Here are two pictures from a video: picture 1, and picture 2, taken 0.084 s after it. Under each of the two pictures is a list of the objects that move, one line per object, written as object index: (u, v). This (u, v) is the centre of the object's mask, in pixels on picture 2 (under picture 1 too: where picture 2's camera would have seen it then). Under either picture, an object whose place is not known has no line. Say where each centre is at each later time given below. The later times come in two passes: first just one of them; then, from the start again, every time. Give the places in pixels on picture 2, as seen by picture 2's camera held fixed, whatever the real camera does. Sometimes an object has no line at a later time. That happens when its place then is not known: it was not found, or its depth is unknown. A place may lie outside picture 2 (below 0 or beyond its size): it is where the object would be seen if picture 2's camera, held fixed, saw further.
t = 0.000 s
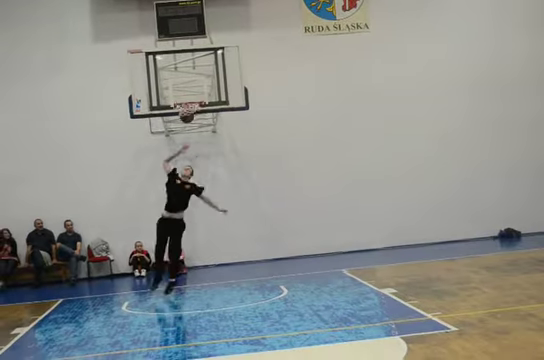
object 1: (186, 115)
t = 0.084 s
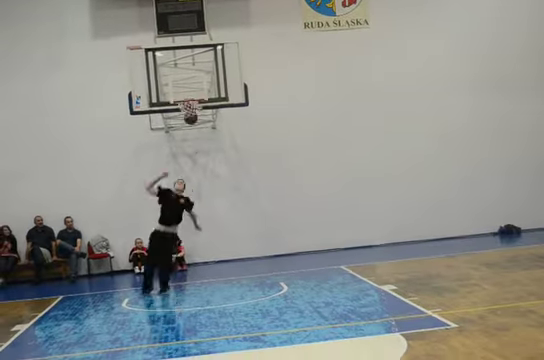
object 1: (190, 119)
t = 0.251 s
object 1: (199, 141)
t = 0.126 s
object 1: (193, 122)
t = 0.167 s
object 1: (195, 127)
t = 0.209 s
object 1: (197, 133)
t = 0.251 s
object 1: (199, 141)
